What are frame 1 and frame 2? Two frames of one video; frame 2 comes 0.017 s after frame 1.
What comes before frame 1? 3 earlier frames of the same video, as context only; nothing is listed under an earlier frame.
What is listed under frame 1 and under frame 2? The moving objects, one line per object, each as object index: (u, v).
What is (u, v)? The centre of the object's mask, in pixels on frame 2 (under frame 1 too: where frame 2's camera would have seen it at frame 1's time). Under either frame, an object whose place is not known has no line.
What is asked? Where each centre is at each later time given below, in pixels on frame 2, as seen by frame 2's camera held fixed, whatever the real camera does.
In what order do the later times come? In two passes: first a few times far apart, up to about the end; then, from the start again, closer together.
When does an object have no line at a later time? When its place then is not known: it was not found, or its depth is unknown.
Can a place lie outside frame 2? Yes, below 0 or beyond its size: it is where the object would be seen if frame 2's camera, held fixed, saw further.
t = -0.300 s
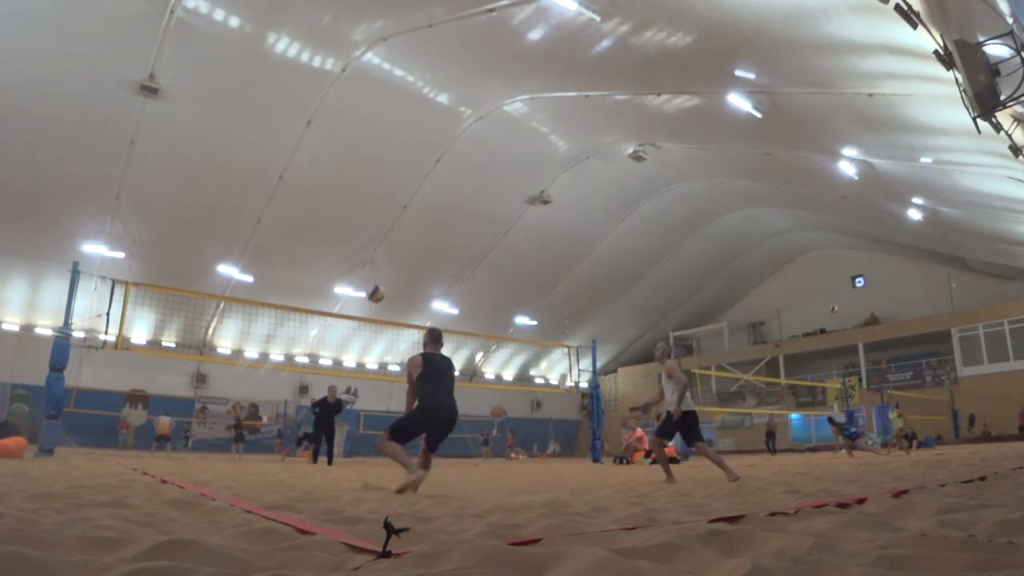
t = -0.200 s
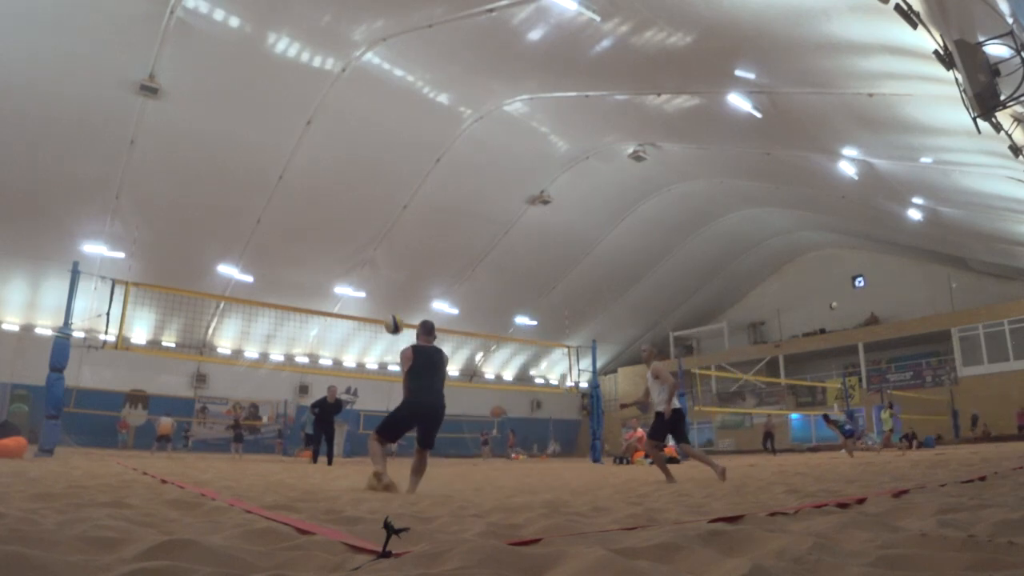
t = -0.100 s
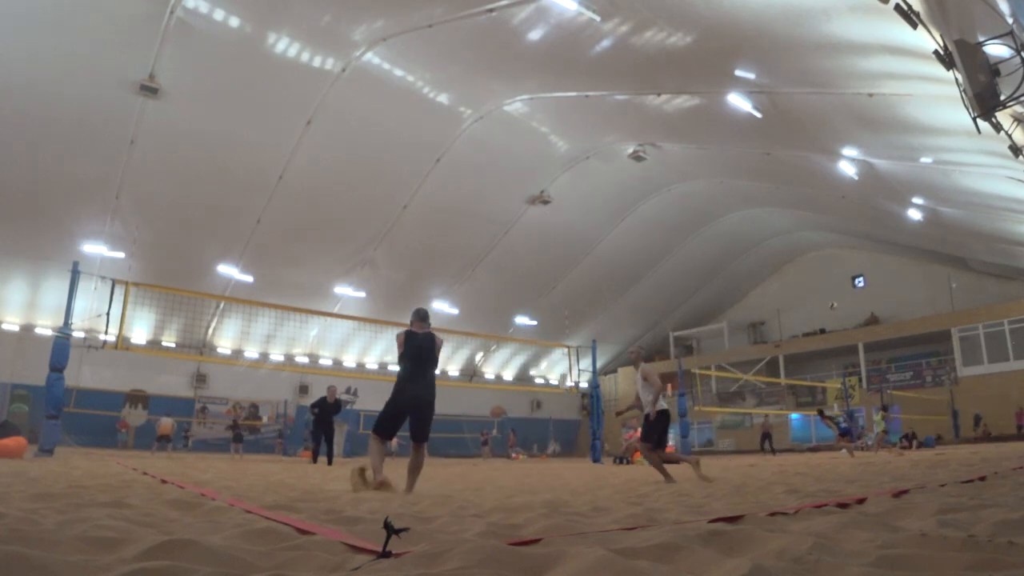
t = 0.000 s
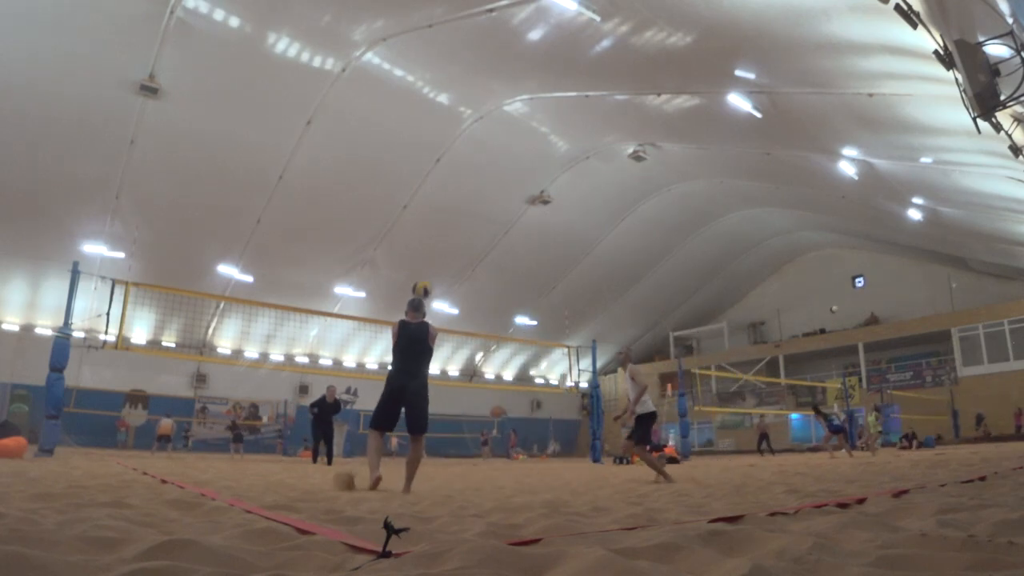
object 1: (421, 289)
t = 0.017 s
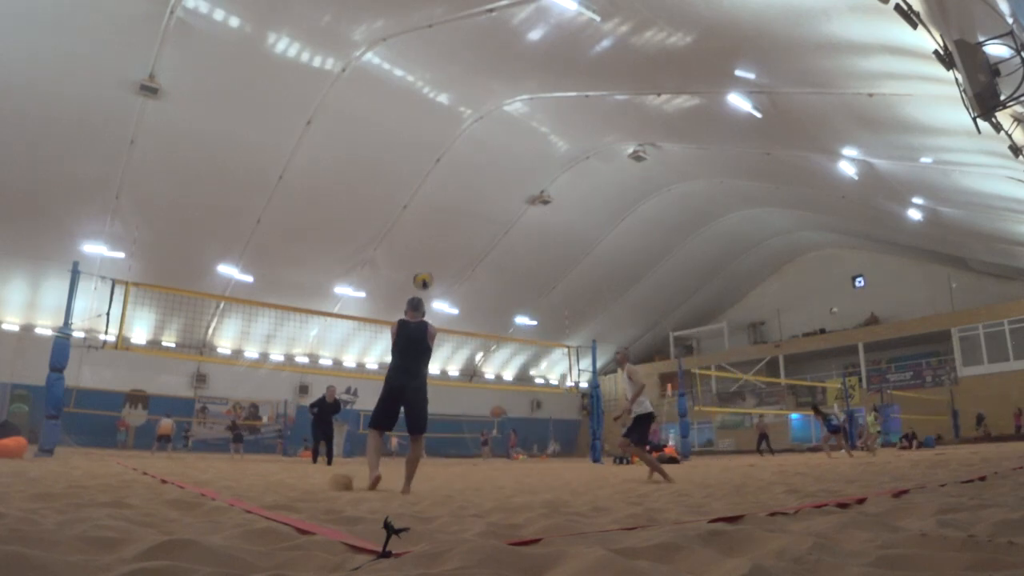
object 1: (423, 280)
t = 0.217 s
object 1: (433, 200)
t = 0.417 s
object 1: (442, 163)
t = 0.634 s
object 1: (448, 160)
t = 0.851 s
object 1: (454, 184)
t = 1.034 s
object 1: (458, 224)
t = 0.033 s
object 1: (424, 271)
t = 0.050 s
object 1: (425, 262)
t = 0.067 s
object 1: (425, 254)
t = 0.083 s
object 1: (427, 247)
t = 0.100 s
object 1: (427, 240)
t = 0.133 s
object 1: (429, 227)
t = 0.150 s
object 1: (430, 221)
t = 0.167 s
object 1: (431, 215)
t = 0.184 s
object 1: (432, 210)
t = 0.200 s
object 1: (432, 205)
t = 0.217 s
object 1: (433, 200)
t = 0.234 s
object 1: (434, 195)
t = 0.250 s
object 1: (435, 191)
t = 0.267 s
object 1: (436, 188)
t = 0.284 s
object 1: (436, 184)
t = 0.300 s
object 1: (437, 180)
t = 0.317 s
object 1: (437, 178)
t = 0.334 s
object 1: (438, 175)
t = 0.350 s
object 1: (439, 172)
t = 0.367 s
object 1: (440, 169)
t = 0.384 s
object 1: (440, 168)
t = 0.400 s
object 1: (441, 166)
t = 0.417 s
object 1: (442, 163)
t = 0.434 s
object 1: (442, 162)
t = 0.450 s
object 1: (443, 161)
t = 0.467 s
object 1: (443, 160)
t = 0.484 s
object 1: (444, 159)
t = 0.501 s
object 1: (445, 159)
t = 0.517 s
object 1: (445, 158)
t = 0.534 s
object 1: (445, 158)
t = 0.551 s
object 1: (446, 158)
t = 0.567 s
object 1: (446, 158)
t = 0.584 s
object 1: (447, 158)
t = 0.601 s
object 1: (447, 159)
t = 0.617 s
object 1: (448, 159)
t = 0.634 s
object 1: (448, 160)
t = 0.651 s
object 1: (449, 161)
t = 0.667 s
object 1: (449, 162)
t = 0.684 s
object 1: (450, 163)
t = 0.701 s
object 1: (450, 165)
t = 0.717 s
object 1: (451, 166)
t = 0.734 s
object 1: (452, 167)
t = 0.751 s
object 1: (452, 169)
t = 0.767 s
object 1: (452, 171)
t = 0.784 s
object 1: (452, 174)
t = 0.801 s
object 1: (453, 176)
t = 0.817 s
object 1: (454, 179)
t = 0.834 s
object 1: (454, 181)
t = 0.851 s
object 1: (454, 184)
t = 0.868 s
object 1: (455, 187)
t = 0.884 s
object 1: (455, 189)
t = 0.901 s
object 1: (455, 193)
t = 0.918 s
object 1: (455, 196)
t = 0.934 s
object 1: (456, 200)
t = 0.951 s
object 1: (456, 204)
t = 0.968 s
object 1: (456, 208)
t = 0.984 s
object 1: (457, 211)
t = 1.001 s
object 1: (457, 216)
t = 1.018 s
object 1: (458, 219)
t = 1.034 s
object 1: (458, 224)
